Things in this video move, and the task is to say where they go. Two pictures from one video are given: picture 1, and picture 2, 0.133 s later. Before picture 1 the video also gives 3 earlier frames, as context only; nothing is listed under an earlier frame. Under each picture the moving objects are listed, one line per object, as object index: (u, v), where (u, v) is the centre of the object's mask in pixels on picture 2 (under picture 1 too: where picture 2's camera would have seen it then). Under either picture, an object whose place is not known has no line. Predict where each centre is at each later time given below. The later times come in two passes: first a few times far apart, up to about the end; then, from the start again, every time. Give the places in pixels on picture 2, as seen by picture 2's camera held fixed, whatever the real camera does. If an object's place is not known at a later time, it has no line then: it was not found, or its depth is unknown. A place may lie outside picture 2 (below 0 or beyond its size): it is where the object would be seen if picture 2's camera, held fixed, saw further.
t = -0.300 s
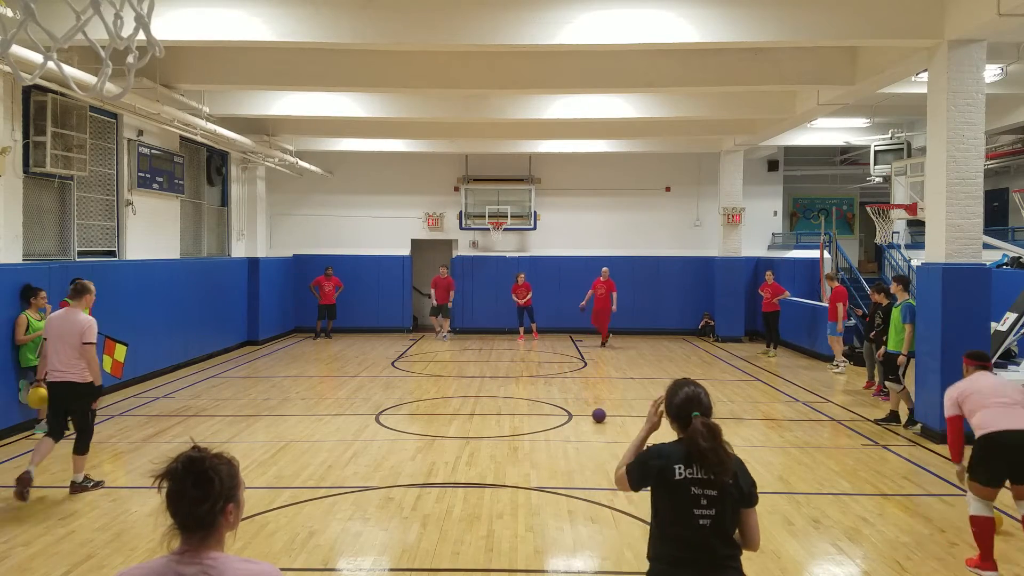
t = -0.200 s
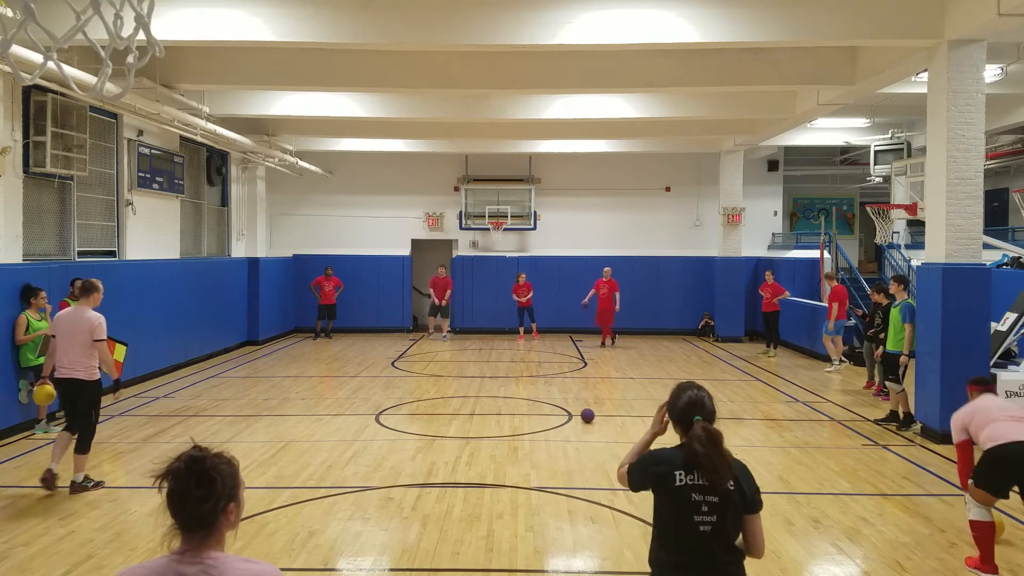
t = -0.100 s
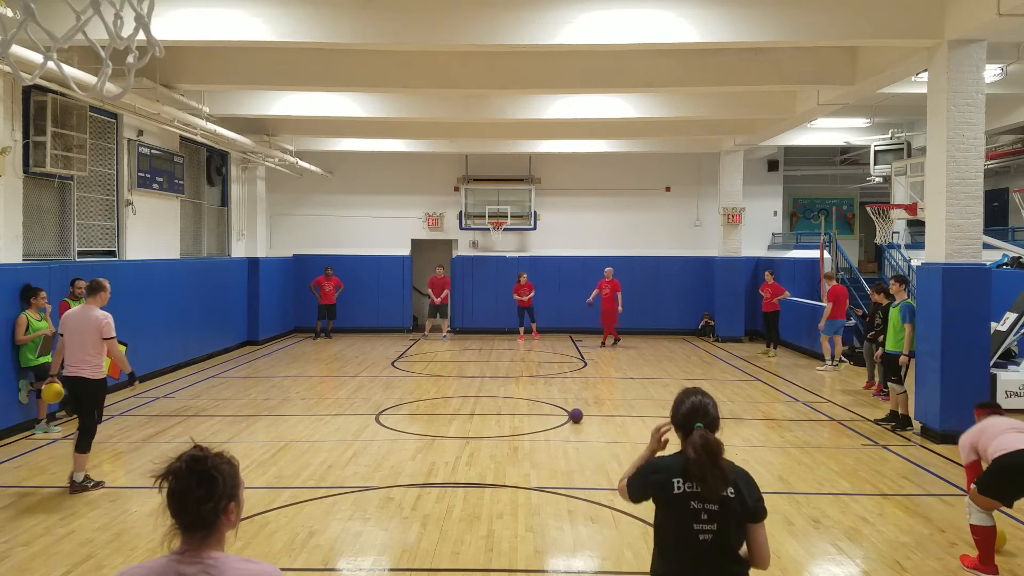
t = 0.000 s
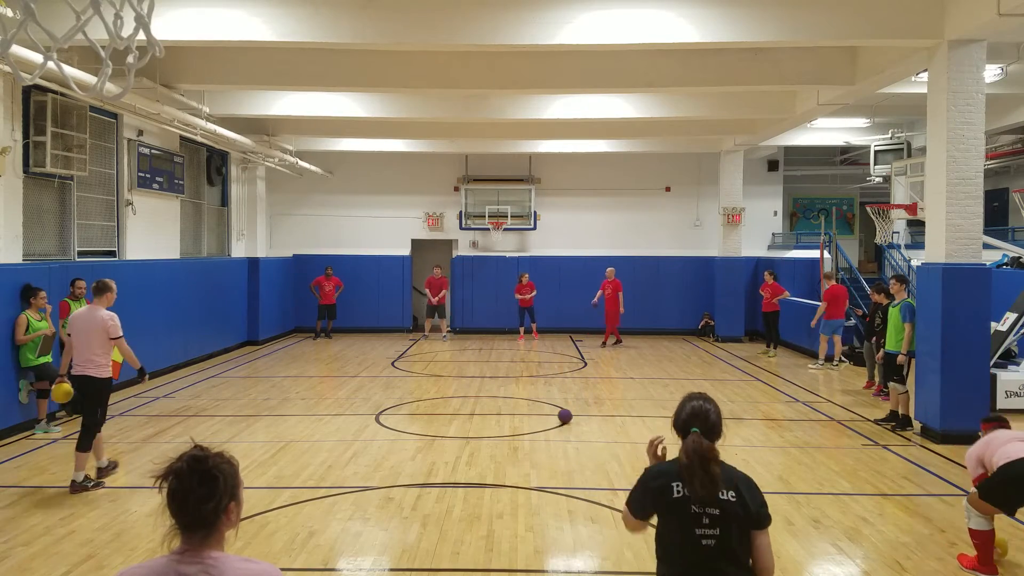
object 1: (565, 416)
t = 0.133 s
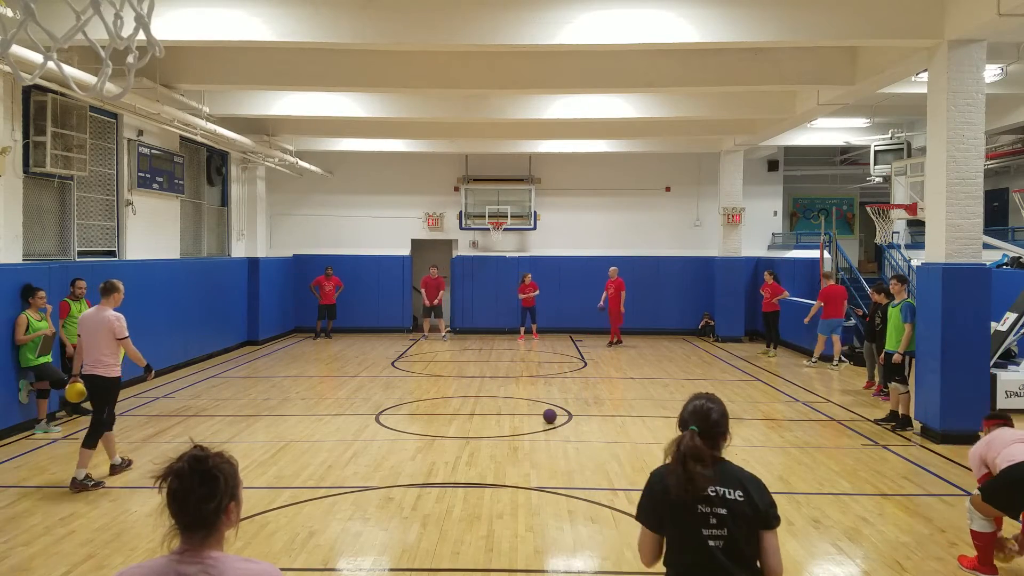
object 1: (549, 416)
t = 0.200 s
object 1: (542, 416)
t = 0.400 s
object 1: (520, 417)
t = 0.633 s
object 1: (494, 418)
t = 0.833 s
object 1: (472, 418)
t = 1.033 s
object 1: (450, 419)
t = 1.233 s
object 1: (428, 420)
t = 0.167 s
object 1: (546, 416)
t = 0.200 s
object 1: (542, 416)
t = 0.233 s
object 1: (538, 416)
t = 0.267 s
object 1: (535, 416)
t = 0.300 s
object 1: (531, 416)
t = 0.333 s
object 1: (527, 417)
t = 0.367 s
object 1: (523, 417)
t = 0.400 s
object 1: (520, 417)
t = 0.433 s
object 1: (516, 417)
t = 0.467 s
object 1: (512, 417)
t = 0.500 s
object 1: (509, 417)
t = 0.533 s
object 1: (505, 417)
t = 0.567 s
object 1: (501, 417)
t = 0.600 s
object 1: (498, 418)
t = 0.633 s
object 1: (494, 418)
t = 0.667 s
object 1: (490, 418)
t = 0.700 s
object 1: (486, 418)
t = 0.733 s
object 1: (483, 418)
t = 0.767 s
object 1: (479, 418)
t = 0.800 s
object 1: (475, 418)
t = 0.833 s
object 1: (472, 418)
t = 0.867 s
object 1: (468, 418)
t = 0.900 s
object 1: (464, 419)
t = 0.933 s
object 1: (461, 419)
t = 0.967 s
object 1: (457, 419)
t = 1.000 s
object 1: (453, 419)
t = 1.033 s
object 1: (450, 419)
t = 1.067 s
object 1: (446, 419)
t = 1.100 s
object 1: (442, 419)
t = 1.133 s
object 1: (439, 419)
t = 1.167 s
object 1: (435, 420)
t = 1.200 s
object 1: (431, 420)
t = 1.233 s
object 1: (428, 420)
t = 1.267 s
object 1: (424, 420)
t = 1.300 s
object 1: (421, 420)
